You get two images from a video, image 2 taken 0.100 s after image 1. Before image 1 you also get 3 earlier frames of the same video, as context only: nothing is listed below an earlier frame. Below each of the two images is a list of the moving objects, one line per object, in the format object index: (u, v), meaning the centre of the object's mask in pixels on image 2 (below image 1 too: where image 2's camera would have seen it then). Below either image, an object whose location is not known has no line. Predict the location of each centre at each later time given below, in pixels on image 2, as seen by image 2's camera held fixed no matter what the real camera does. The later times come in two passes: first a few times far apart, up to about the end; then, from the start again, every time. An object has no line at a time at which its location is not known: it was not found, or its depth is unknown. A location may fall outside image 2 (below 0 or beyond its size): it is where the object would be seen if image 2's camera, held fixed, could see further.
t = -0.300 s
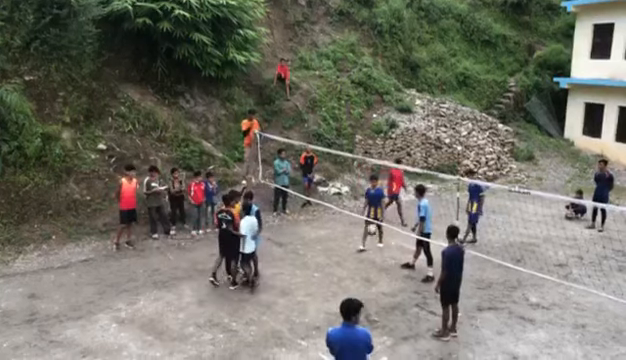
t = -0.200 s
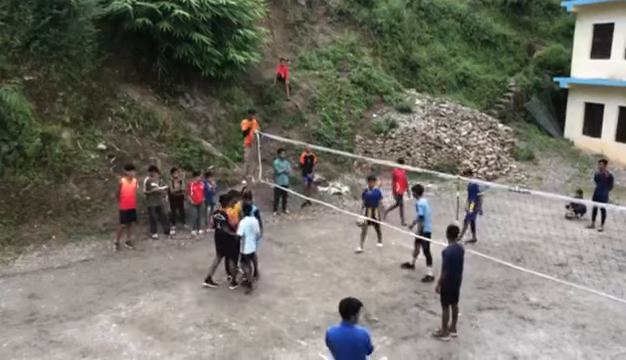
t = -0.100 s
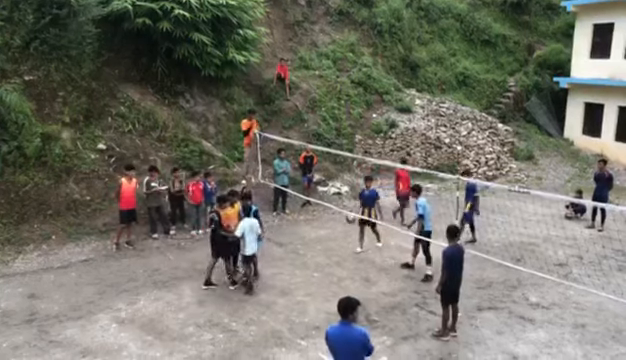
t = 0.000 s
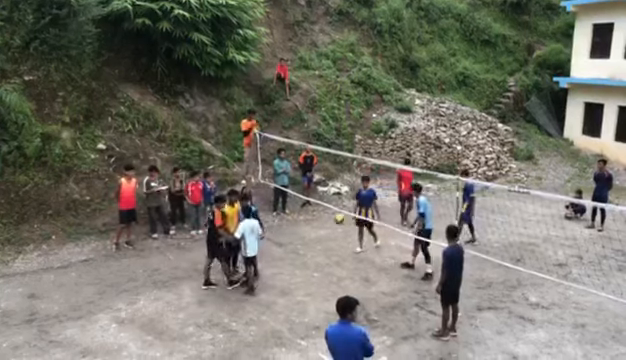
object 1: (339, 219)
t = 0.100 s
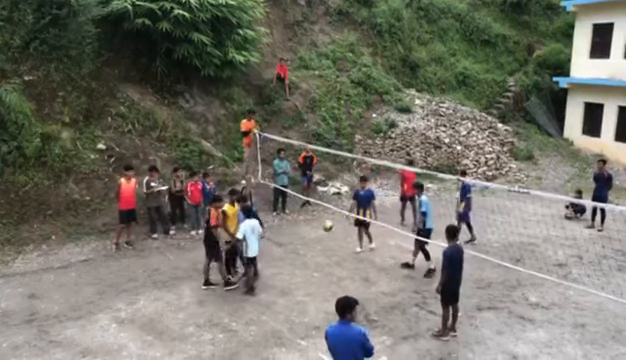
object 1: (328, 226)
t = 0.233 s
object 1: (312, 244)
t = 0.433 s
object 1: (289, 275)
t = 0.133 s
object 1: (323, 230)
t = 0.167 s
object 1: (320, 233)
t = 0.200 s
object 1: (316, 238)
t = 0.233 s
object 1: (312, 244)
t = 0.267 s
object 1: (308, 249)
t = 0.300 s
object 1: (305, 255)
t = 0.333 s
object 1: (300, 262)
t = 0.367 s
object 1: (296, 270)
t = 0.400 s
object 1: (292, 279)
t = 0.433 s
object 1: (289, 275)
